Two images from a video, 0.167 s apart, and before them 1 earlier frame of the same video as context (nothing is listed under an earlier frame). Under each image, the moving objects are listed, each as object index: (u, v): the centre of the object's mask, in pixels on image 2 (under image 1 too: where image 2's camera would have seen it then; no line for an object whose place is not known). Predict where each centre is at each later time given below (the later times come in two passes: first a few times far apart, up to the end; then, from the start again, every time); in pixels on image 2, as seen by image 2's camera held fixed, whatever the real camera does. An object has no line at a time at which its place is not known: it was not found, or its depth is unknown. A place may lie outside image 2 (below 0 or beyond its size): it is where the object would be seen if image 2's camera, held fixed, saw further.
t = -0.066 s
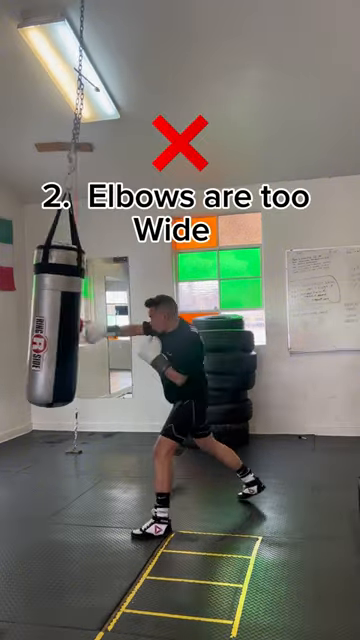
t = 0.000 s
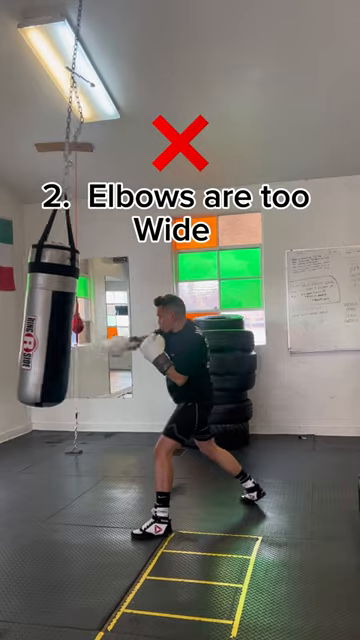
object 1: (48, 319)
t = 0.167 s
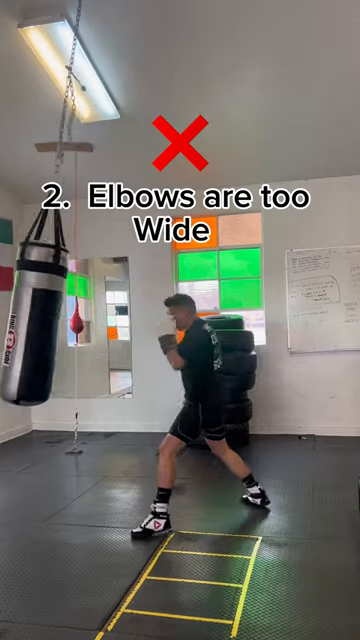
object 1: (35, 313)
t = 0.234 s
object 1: (32, 310)
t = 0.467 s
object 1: (30, 307)
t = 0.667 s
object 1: (37, 313)
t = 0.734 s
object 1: (42, 314)
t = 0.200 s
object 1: (33, 312)
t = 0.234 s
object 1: (32, 310)
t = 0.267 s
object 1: (31, 309)
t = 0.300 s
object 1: (30, 308)
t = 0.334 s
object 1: (30, 307)
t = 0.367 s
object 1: (30, 307)
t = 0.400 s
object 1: (30, 307)
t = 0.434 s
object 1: (30, 307)
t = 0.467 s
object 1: (30, 307)
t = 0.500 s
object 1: (31, 308)
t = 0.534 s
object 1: (31, 309)
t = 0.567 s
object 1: (32, 310)
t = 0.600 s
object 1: (33, 311)
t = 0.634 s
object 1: (35, 312)
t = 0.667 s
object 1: (37, 313)
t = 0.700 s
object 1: (39, 314)
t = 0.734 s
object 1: (42, 314)
